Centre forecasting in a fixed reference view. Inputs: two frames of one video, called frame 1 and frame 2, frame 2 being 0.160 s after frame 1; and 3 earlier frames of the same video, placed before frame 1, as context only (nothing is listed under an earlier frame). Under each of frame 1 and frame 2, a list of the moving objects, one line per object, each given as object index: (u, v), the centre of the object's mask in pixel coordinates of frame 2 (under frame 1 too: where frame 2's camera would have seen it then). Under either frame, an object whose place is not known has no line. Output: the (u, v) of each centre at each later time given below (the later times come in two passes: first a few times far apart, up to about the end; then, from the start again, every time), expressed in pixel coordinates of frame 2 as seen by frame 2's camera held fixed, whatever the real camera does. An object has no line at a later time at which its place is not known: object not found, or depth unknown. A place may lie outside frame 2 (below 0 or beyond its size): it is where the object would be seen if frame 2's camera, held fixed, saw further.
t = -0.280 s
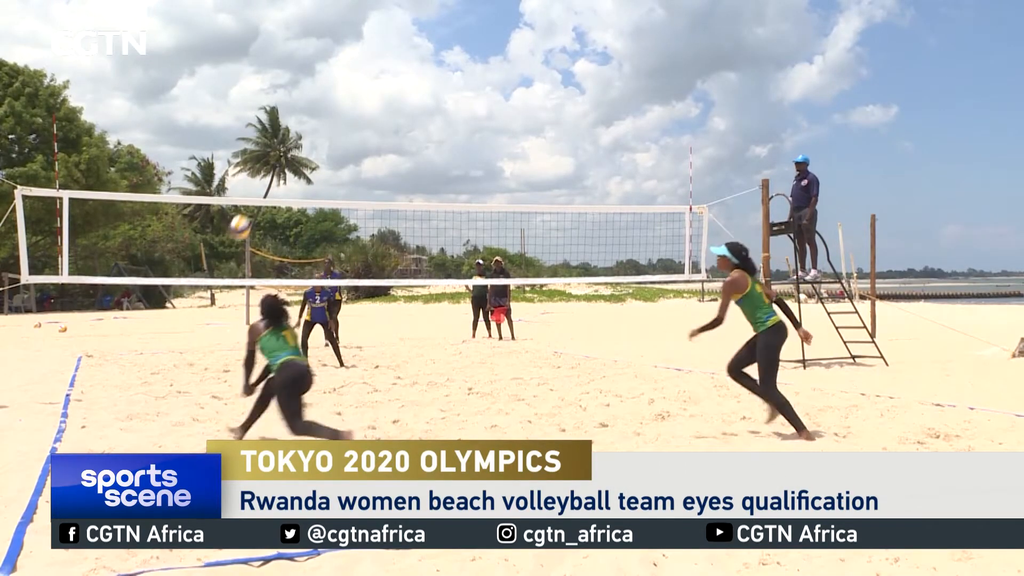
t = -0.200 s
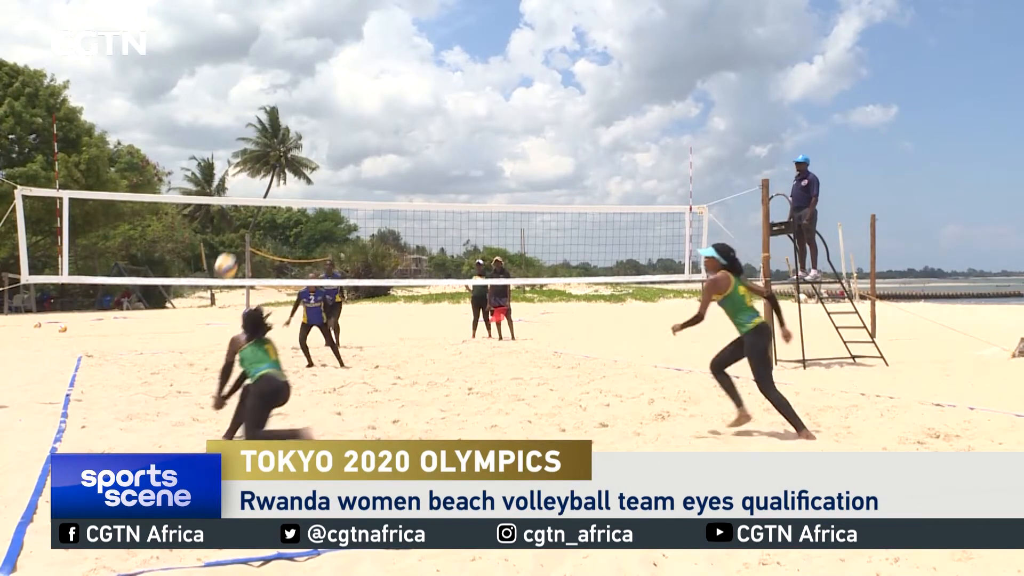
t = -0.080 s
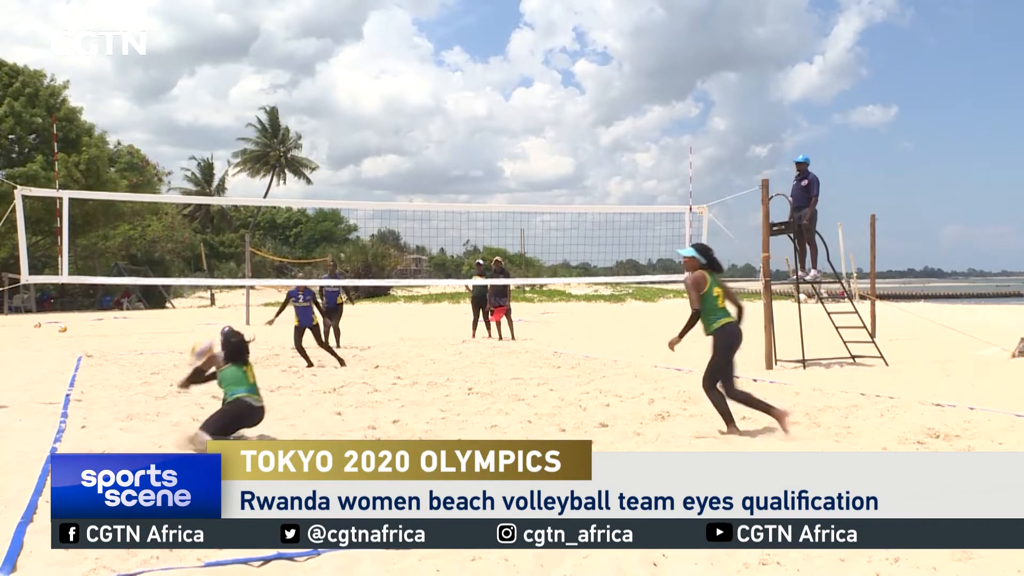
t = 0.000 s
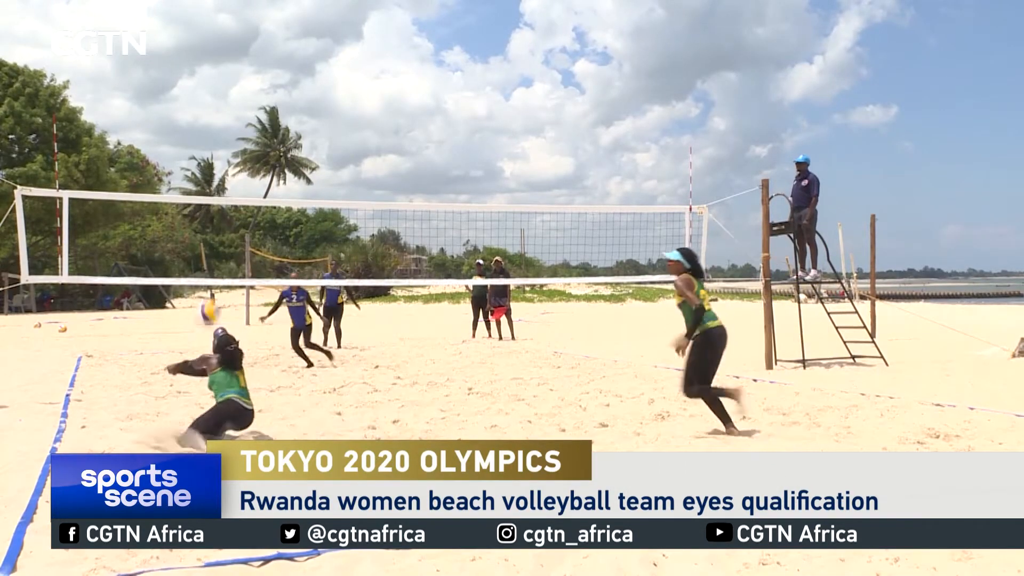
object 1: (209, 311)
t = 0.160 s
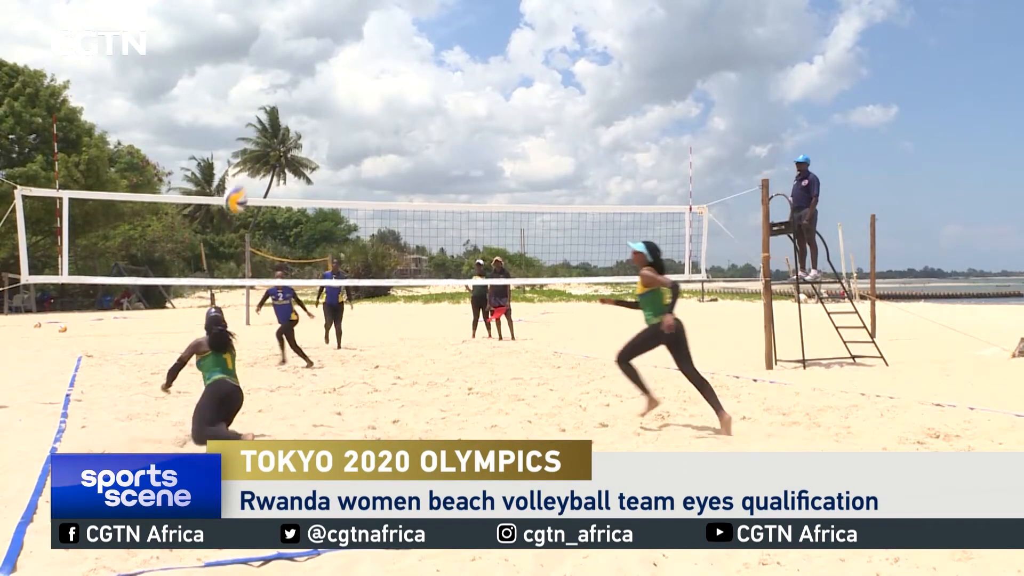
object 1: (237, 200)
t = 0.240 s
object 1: (248, 154)
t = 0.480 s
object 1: (283, 65)
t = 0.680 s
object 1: (307, 40)
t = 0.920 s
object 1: (333, 58)
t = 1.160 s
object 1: (354, 130)
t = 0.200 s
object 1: (242, 173)
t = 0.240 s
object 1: (248, 154)
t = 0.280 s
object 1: (255, 135)
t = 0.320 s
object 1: (262, 118)
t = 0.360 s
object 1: (267, 102)
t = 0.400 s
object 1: (272, 88)
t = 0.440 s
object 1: (278, 77)
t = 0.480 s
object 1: (283, 65)
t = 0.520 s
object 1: (287, 58)
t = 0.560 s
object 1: (292, 51)
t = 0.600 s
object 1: (298, 46)
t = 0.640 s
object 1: (303, 42)
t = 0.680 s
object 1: (307, 40)
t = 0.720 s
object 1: (312, 39)
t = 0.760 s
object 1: (316, 40)
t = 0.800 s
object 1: (321, 43)
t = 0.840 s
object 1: (325, 47)
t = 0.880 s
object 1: (329, 52)
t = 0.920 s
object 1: (333, 58)
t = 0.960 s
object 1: (337, 67)
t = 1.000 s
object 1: (342, 78)
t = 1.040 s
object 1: (345, 89)
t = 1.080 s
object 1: (348, 101)
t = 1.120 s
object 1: (352, 115)
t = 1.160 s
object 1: (354, 130)
